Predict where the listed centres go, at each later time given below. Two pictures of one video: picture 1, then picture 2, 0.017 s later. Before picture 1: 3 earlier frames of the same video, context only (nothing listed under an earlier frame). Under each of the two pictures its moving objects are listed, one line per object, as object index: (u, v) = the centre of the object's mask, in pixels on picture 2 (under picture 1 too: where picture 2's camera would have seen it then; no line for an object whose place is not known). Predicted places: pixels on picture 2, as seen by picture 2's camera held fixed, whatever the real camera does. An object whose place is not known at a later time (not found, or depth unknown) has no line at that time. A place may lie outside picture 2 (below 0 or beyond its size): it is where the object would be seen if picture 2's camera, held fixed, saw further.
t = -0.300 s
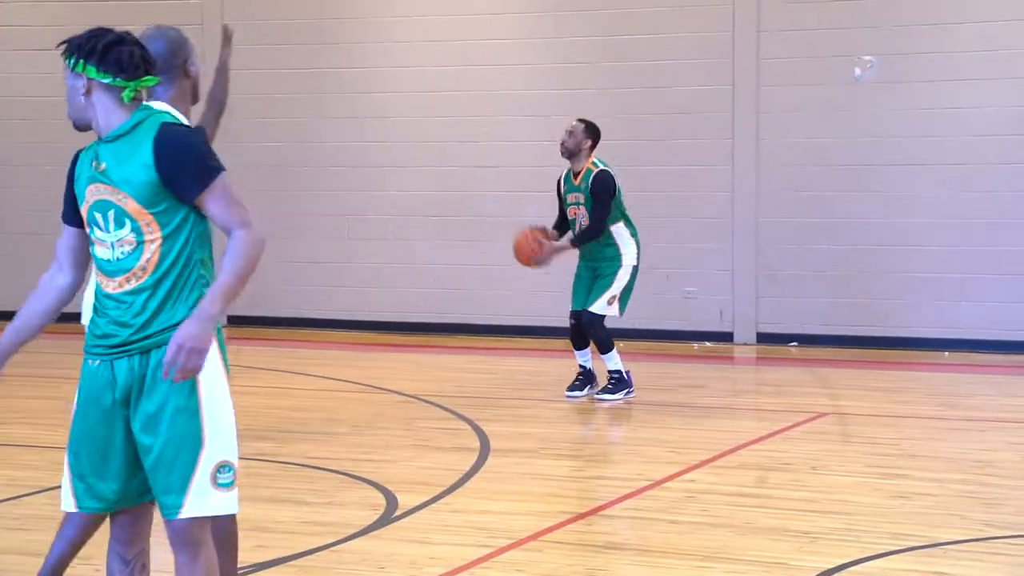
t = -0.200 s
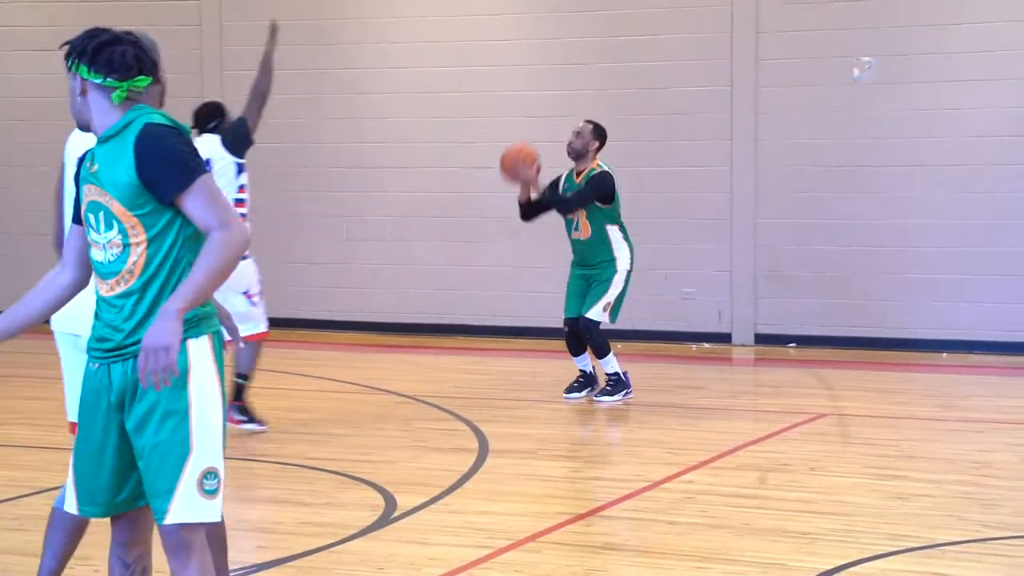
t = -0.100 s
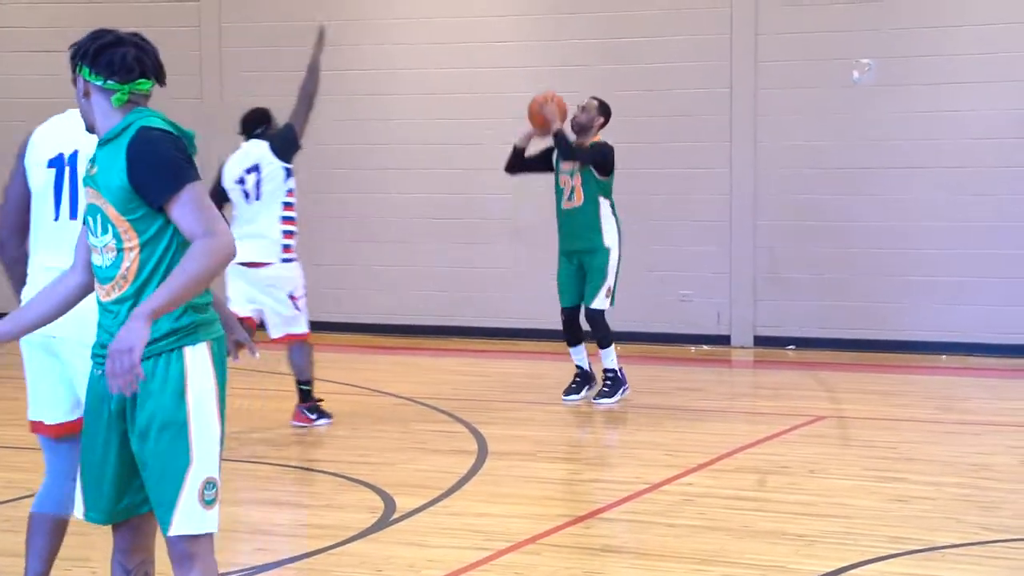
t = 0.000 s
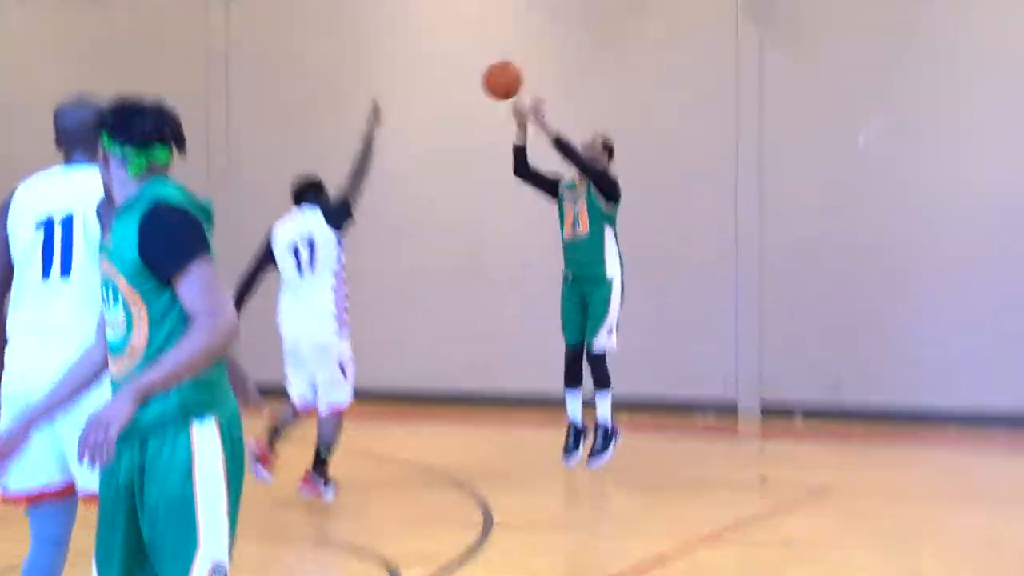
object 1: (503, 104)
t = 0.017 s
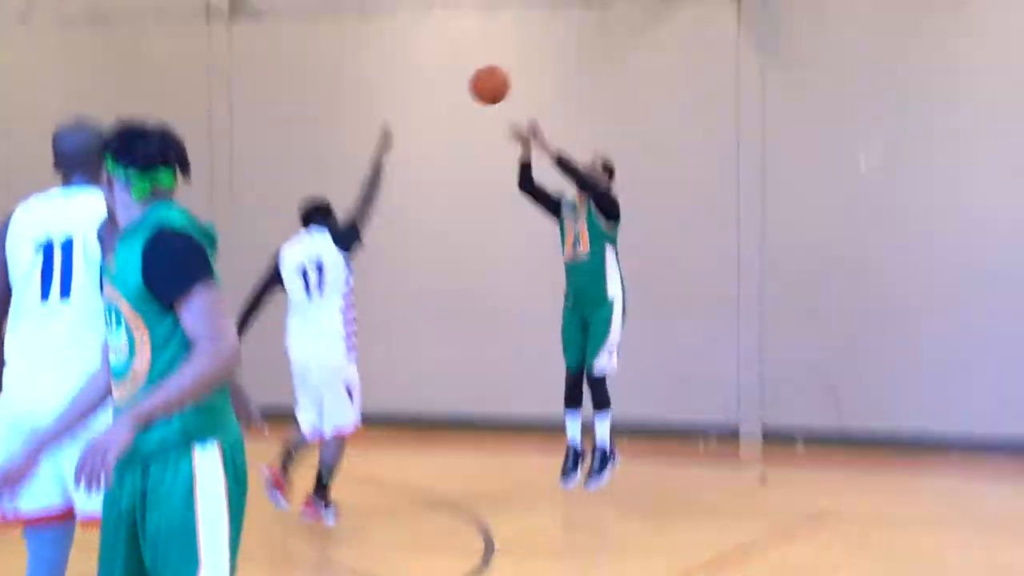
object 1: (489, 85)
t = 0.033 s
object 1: (474, 67)
